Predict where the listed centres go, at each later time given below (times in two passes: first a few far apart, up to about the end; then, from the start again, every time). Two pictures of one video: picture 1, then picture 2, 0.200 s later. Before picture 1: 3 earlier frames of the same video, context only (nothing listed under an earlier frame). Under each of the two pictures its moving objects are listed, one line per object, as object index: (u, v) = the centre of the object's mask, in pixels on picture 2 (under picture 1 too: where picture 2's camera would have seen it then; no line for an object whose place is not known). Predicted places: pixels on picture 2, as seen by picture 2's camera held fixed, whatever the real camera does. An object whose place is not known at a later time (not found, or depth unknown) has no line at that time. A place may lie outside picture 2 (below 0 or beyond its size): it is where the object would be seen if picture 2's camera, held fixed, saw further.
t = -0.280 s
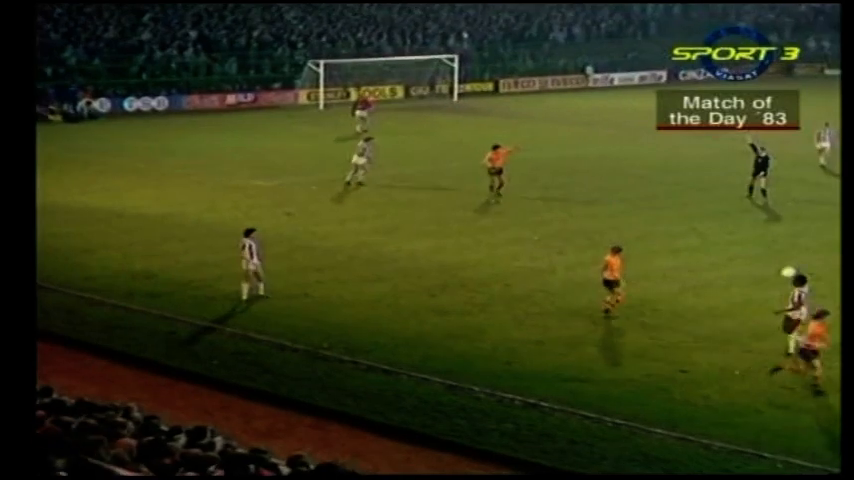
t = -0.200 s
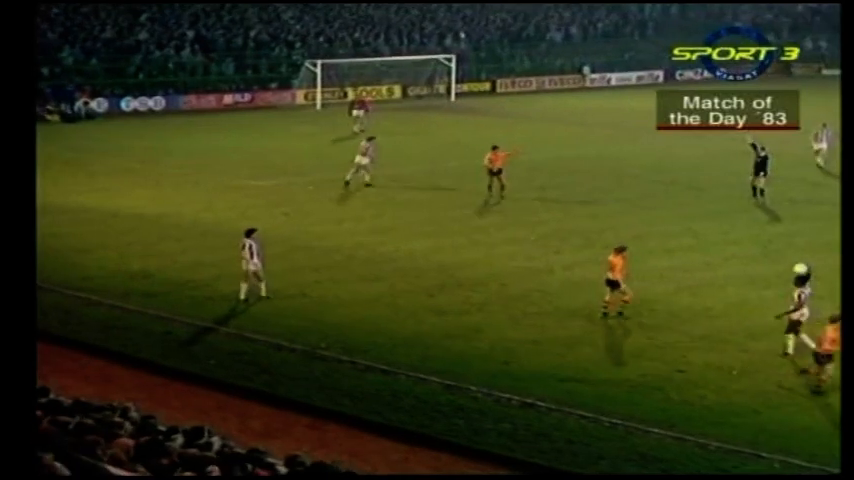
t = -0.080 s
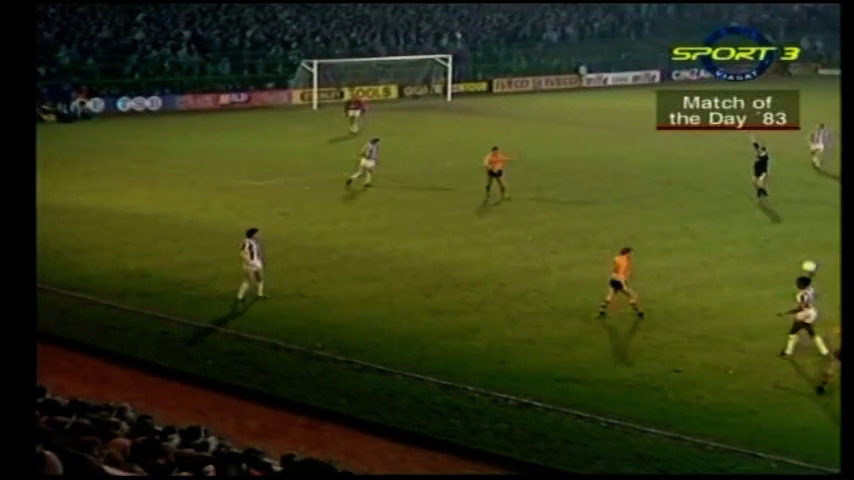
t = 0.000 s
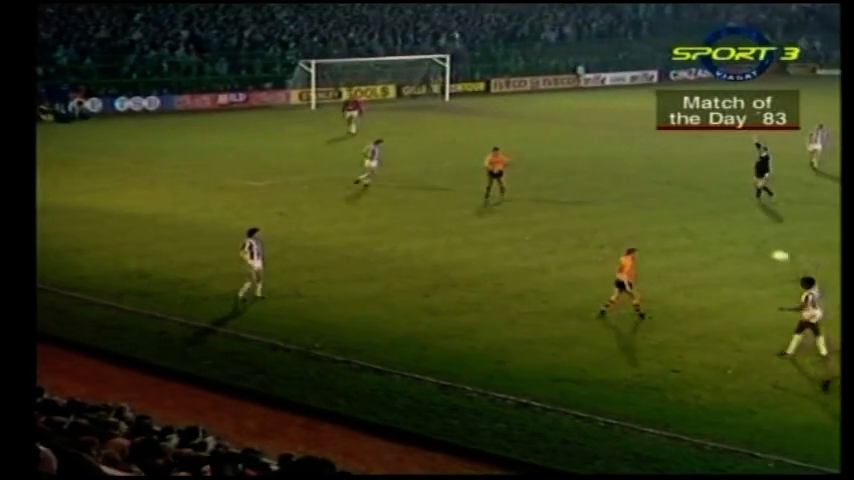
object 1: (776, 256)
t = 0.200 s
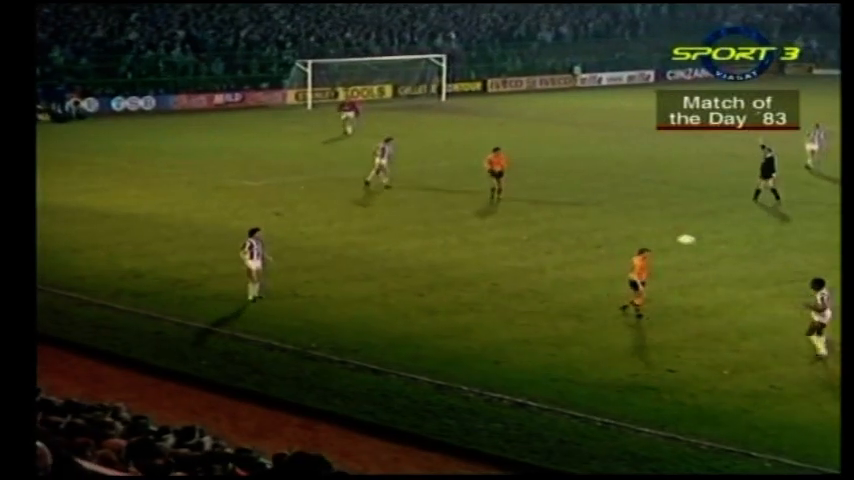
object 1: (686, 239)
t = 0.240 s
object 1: (668, 238)
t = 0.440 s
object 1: (584, 242)
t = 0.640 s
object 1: (507, 262)
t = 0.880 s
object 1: (422, 293)
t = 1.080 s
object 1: (374, 267)
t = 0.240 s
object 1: (668, 238)
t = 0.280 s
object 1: (651, 238)
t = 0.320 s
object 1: (634, 238)
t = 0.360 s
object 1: (618, 239)
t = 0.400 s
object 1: (601, 241)
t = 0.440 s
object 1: (584, 242)
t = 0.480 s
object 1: (568, 245)
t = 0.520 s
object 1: (553, 248)
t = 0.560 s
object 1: (537, 252)
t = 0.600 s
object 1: (522, 257)
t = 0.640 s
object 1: (507, 262)
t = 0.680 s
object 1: (492, 268)
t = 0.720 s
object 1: (476, 274)
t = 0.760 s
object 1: (461, 281)
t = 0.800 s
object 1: (446, 288)
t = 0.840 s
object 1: (433, 295)
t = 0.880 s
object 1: (422, 293)
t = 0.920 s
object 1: (412, 286)
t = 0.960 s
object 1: (403, 280)
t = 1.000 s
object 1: (393, 275)
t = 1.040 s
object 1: (383, 270)
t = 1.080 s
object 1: (374, 267)
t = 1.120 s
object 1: (365, 263)
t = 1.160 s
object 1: (356, 261)
